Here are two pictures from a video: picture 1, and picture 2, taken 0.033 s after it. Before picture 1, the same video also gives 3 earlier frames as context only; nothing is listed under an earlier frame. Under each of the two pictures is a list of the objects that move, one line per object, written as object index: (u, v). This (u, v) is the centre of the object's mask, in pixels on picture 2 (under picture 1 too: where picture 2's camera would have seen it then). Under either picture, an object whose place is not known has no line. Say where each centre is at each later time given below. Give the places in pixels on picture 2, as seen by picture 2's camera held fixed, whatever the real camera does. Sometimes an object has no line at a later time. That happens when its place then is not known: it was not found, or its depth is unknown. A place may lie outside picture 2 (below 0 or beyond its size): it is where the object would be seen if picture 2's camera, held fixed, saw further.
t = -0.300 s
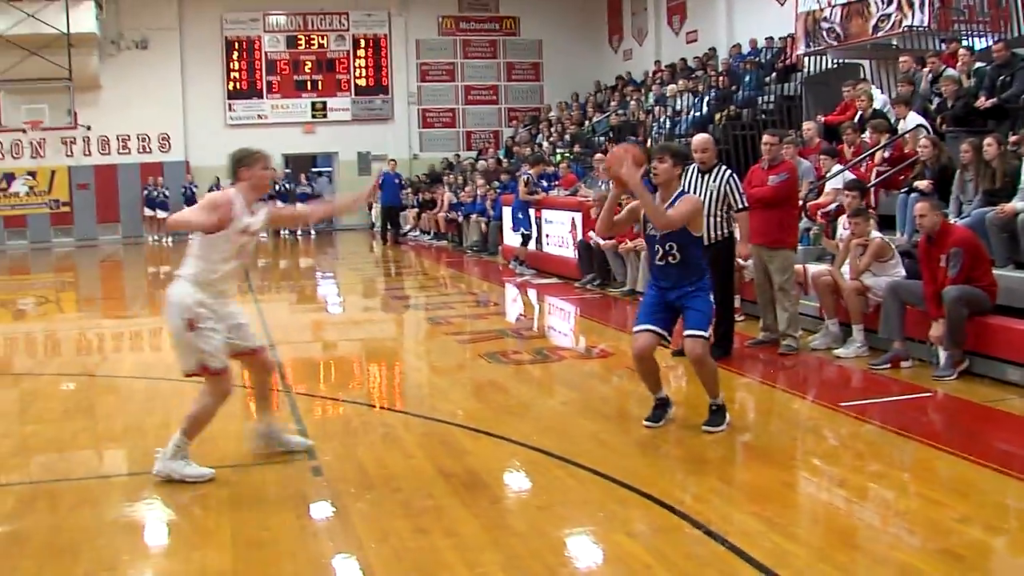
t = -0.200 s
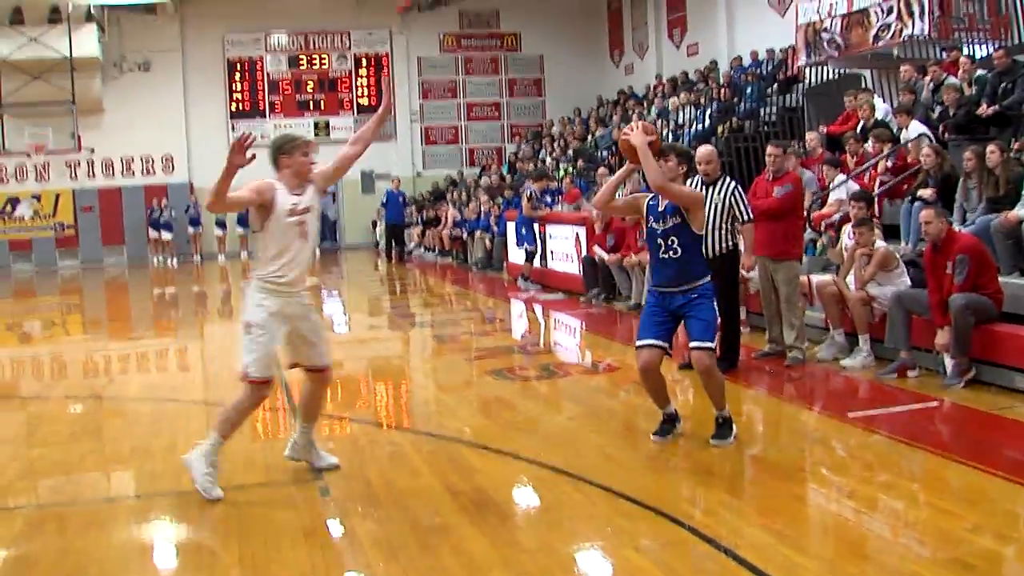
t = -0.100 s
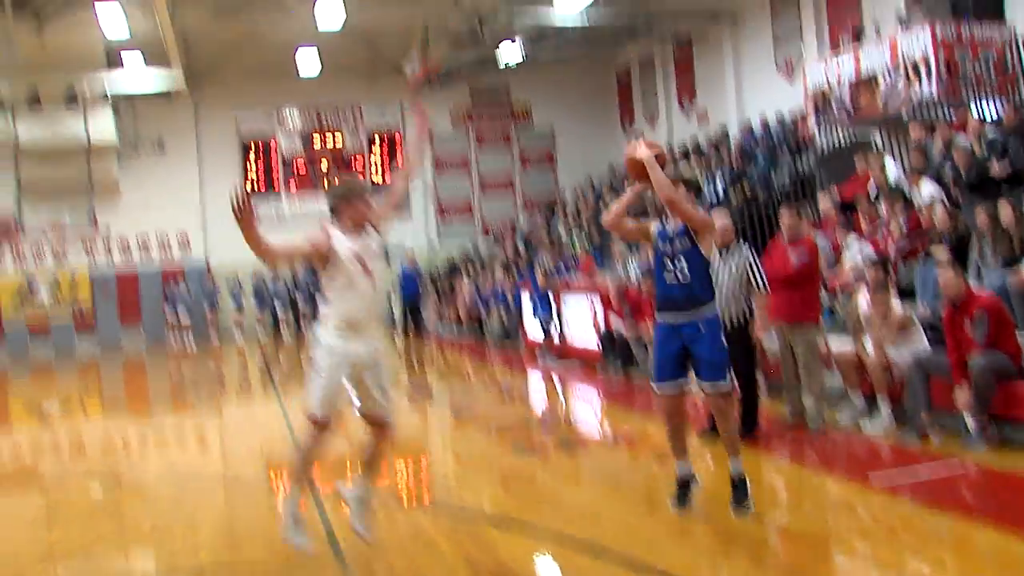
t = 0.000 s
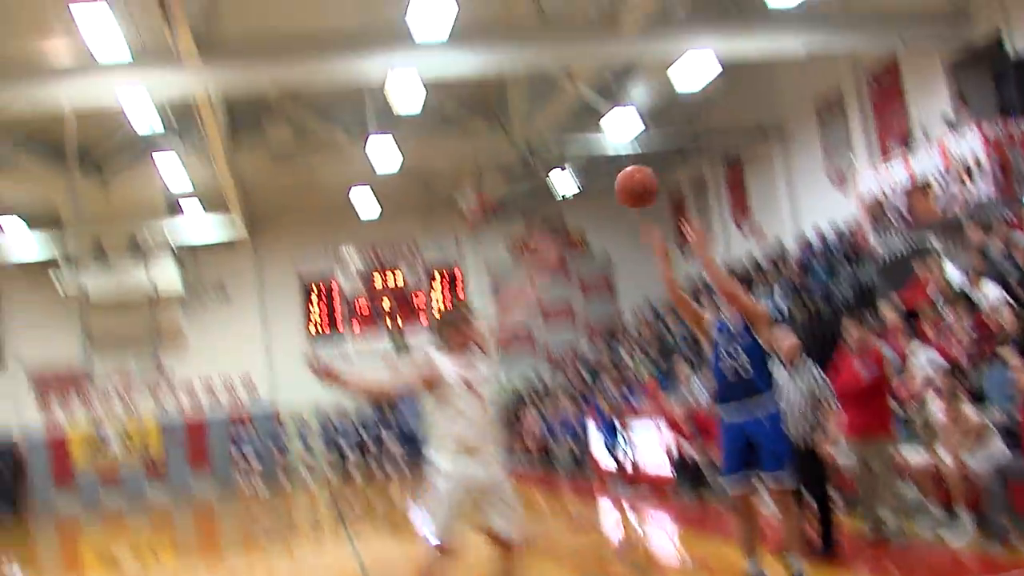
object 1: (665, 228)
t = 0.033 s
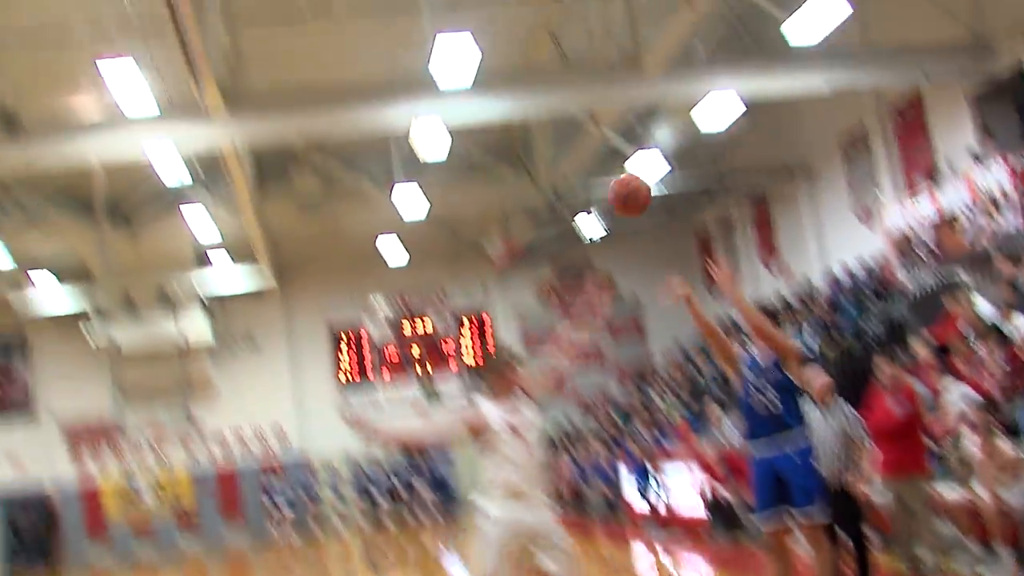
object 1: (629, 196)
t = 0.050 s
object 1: (613, 179)
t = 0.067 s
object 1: (598, 163)
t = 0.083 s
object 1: (582, 148)
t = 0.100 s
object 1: (566, 134)
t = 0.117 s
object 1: (551, 119)
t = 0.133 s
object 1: (535, 105)
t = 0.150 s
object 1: (518, 90)
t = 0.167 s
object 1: (502, 77)
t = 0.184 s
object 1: (484, 63)
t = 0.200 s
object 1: (466, 49)
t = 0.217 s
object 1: (447, 37)
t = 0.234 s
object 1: (430, 25)
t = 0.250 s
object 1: (412, 13)
